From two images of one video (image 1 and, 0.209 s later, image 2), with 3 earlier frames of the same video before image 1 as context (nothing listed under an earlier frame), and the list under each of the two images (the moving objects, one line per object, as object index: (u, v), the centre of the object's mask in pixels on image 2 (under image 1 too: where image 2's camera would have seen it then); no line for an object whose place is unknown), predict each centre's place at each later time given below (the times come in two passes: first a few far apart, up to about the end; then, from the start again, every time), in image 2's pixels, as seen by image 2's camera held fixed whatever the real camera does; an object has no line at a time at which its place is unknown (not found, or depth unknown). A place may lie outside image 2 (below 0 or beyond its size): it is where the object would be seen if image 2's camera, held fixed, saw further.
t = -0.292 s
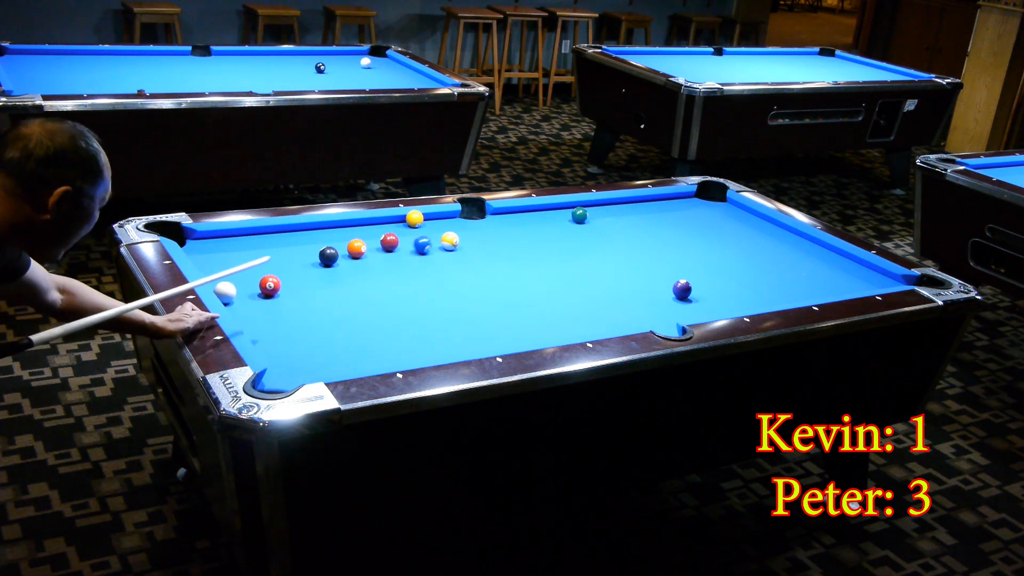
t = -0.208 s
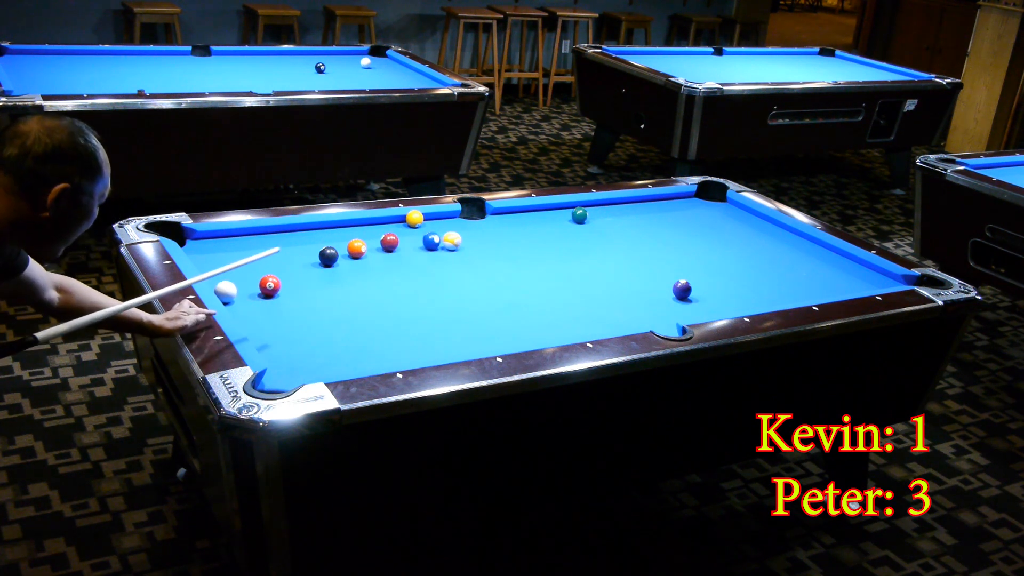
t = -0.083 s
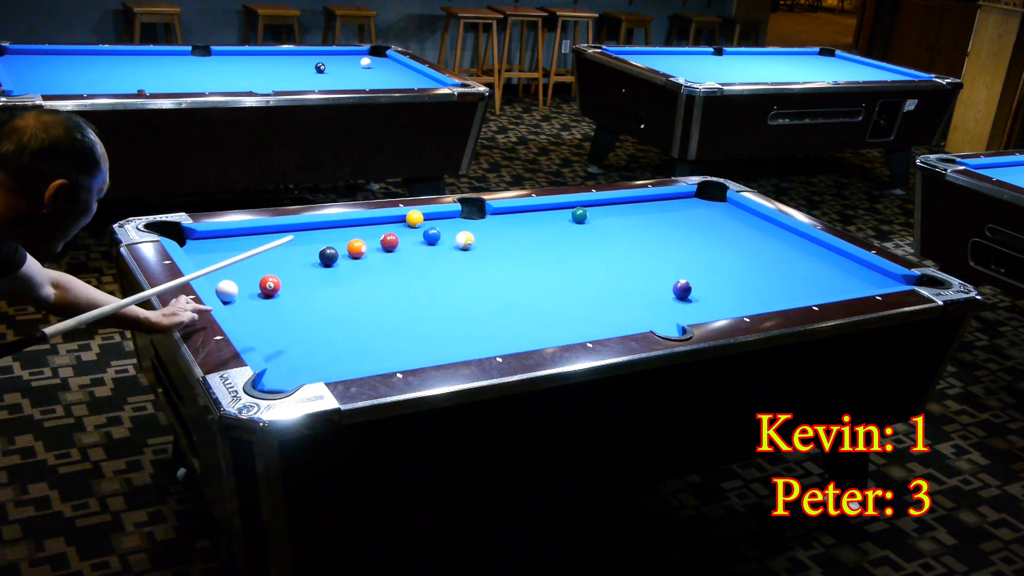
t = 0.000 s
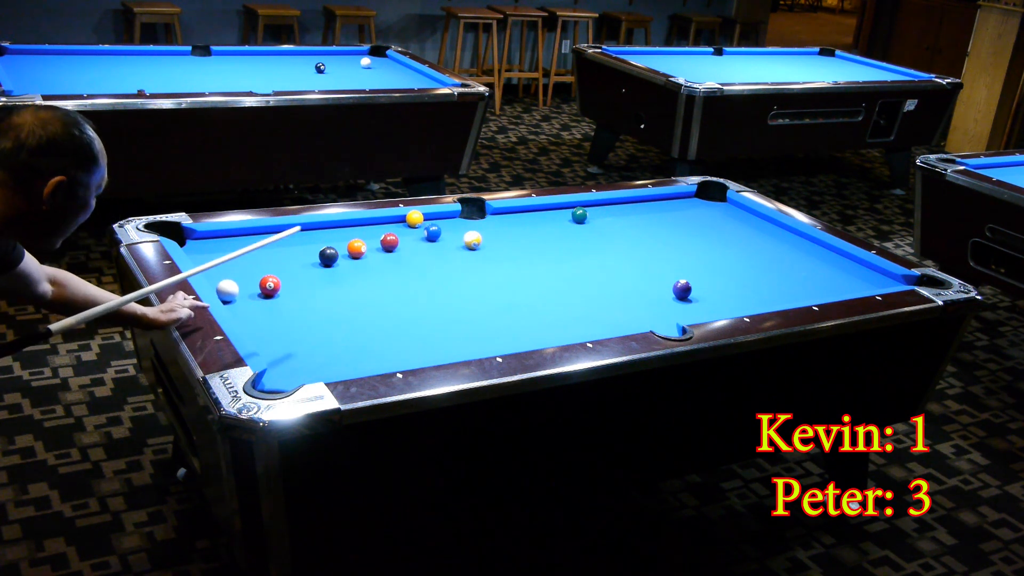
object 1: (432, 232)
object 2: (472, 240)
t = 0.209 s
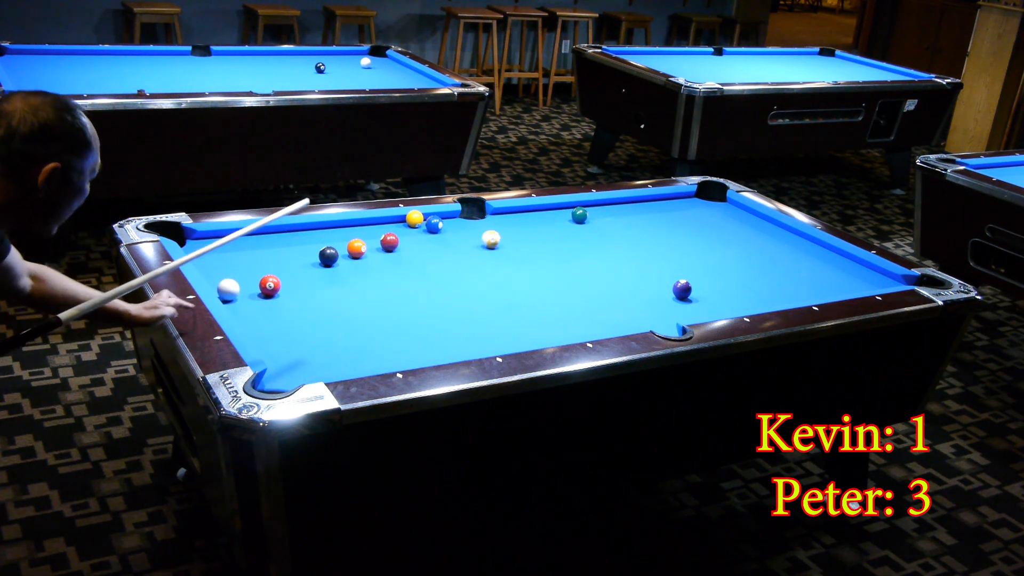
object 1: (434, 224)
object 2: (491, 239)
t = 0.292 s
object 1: (435, 221)
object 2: (498, 239)
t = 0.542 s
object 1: (441, 219)
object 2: (517, 238)
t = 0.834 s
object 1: (453, 222)
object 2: (538, 237)
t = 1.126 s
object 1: (463, 225)
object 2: (556, 236)
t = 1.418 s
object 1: (472, 227)
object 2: (571, 236)
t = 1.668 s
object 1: (478, 229)
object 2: (583, 235)
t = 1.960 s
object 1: (484, 230)
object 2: (593, 234)
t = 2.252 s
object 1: (488, 231)
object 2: (602, 233)
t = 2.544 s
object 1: (491, 231)
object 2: (607, 233)
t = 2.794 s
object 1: (491, 231)
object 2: (610, 232)
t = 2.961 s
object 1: (491, 231)
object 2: (610, 232)
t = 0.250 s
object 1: (434, 223)
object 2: (494, 239)
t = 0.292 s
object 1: (435, 221)
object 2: (498, 239)
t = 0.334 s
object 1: (435, 220)
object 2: (501, 238)
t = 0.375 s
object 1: (435, 219)
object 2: (504, 239)
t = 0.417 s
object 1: (435, 217)
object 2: (508, 239)
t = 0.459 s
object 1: (437, 218)
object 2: (511, 238)
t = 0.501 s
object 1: (439, 218)
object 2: (514, 238)
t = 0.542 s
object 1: (441, 219)
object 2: (517, 238)
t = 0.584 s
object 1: (443, 219)
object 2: (520, 238)
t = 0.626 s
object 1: (445, 220)
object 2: (523, 238)
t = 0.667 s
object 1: (446, 220)
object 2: (526, 238)
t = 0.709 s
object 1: (448, 220)
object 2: (529, 237)
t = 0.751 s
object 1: (450, 221)
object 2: (532, 237)
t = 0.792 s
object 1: (451, 222)
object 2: (535, 237)
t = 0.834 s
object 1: (453, 222)
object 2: (538, 237)
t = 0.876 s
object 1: (454, 223)
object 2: (540, 237)
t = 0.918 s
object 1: (456, 223)
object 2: (543, 237)
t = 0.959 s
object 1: (458, 223)
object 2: (546, 236)
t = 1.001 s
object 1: (459, 224)
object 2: (548, 236)
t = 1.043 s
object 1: (461, 224)
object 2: (551, 236)
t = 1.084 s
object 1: (462, 224)
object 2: (553, 236)
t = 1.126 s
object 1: (463, 225)
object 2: (556, 236)
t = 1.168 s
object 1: (465, 225)
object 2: (558, 236)
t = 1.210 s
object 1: (466, 226)
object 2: (561, 236)
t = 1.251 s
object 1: (467, 226)
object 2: (563, 236)
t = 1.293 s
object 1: (469, 226)
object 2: (565, 235)
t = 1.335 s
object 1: (470, 227)
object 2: (567, 236)
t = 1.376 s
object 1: (471, 227)
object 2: (569, 235)
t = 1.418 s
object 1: (472, 227)
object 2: (571, 236)
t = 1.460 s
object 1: (473, 228)
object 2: (573, 235)
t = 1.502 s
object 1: (474, 228)
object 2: (575, 235)
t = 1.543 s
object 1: (475, 228)
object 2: (577, 235)
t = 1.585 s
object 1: (476, 229)
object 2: (579, 235)
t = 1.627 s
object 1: (477, 229)
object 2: (581, 235)
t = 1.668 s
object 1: (478, 229)
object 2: (583, 235)
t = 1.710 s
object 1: (479, 229)
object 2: (585, 235)
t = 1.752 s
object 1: (480, 229)
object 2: (586, 235)
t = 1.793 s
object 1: (481, 229)
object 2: (588, 235)
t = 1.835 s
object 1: (482, 230)
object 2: (589, 234)
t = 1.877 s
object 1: (483, 230)
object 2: (591, 234)
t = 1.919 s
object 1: (484, 230)
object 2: (592, 234)
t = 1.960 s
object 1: (484, 230)
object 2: (593, 234)
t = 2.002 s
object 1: (485, 230)
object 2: (595, 234)
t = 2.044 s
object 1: (485, 230)
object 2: (596, 234)
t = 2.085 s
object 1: (486, 230)
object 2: (597, 234)
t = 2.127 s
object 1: (487, 231)
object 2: (598, 233)
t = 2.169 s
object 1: (487, 231)
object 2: (599, 233)
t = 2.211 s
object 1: (488, 231)
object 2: (600, 233)
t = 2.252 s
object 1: (488, 231)
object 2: (602, 233)
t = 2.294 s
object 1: (489, 231)
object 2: (603, 233)
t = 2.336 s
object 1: (489, 231)
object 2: (604, 233)
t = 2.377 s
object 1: (489, 231)
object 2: (605, 233)
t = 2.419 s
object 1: (490, 231)
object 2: (605, 233)
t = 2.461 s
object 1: (490, 231)
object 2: (606, 233)
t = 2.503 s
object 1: (490, 231)
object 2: (607, 233)
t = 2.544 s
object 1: (491, 231)
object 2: (607, 233)
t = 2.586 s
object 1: (491, 231)
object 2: (608, 233)
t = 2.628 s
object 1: (491, 231)
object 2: (609, 233)
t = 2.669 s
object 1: (491, 231)
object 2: (609, 233)
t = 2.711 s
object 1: (491, 231)
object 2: (609, 232)
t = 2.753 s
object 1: (491, 231)
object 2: (610, 232)
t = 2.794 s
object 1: (491, 231)
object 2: (610, 232)
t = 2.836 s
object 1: (491, 231)
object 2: (610, 232)
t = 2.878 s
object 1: (491, 231)
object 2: (610, 232)
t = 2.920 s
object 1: (491, 231)
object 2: (610, 232)
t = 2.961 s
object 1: (491, 231)
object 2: (610, 232)
